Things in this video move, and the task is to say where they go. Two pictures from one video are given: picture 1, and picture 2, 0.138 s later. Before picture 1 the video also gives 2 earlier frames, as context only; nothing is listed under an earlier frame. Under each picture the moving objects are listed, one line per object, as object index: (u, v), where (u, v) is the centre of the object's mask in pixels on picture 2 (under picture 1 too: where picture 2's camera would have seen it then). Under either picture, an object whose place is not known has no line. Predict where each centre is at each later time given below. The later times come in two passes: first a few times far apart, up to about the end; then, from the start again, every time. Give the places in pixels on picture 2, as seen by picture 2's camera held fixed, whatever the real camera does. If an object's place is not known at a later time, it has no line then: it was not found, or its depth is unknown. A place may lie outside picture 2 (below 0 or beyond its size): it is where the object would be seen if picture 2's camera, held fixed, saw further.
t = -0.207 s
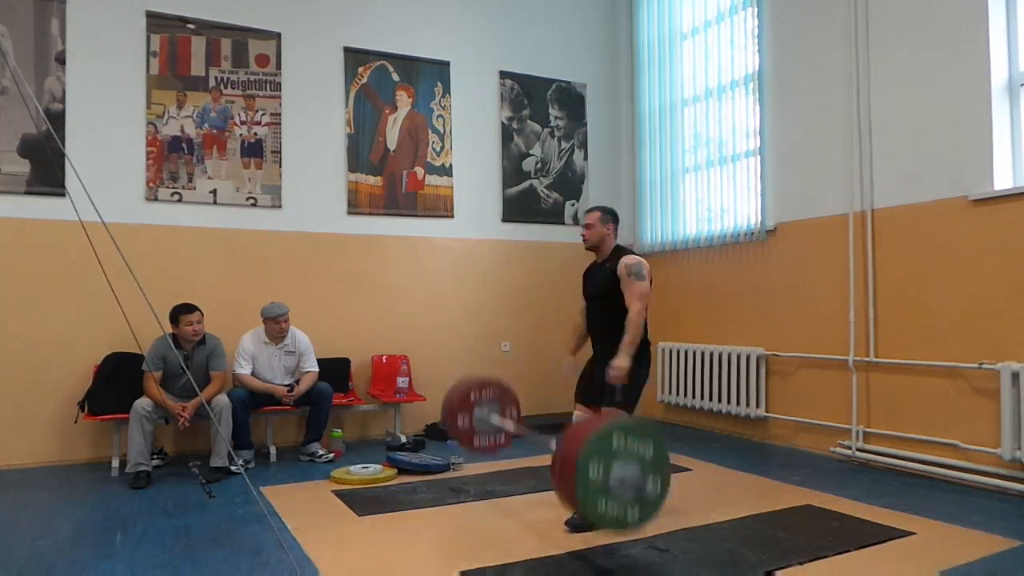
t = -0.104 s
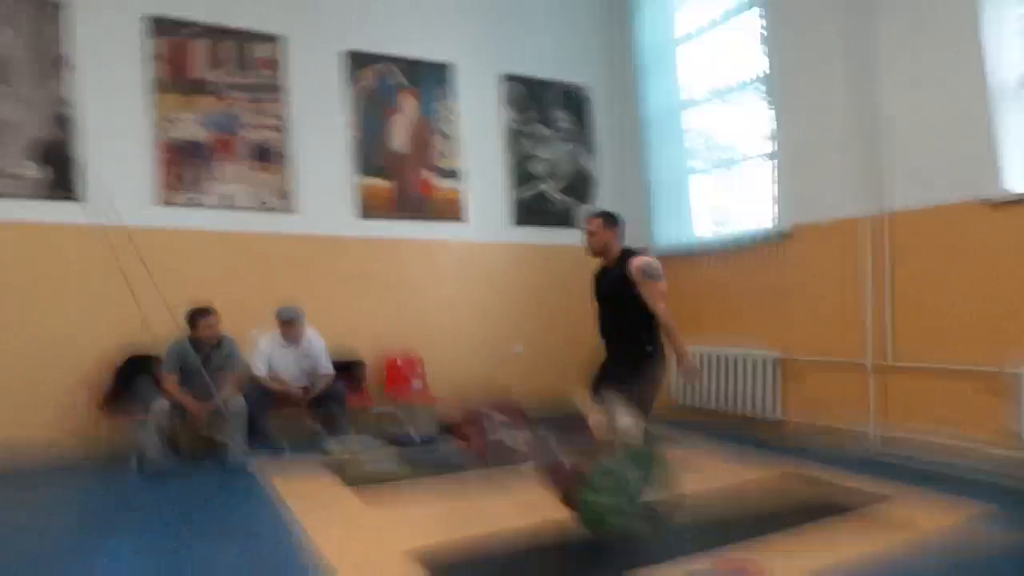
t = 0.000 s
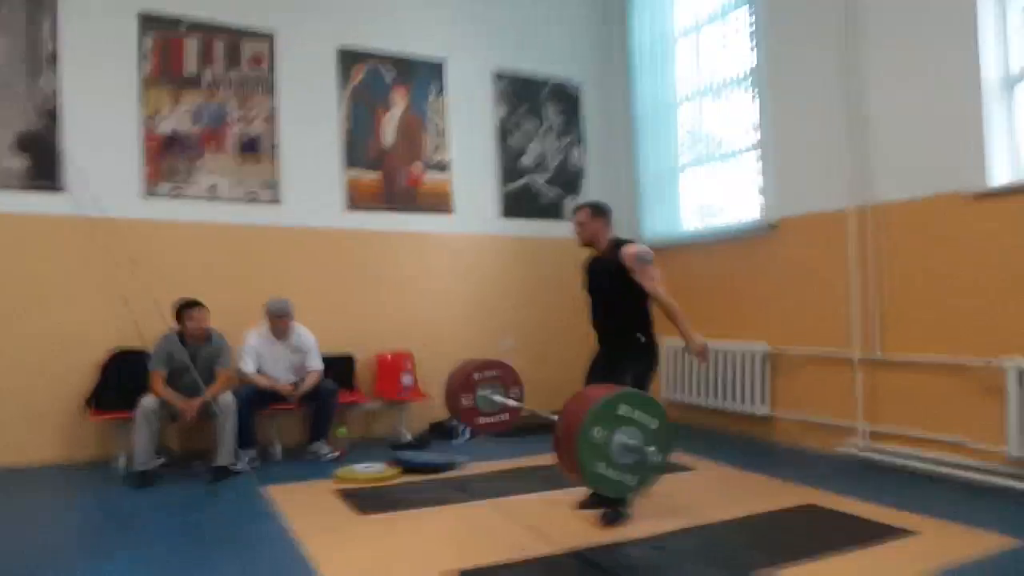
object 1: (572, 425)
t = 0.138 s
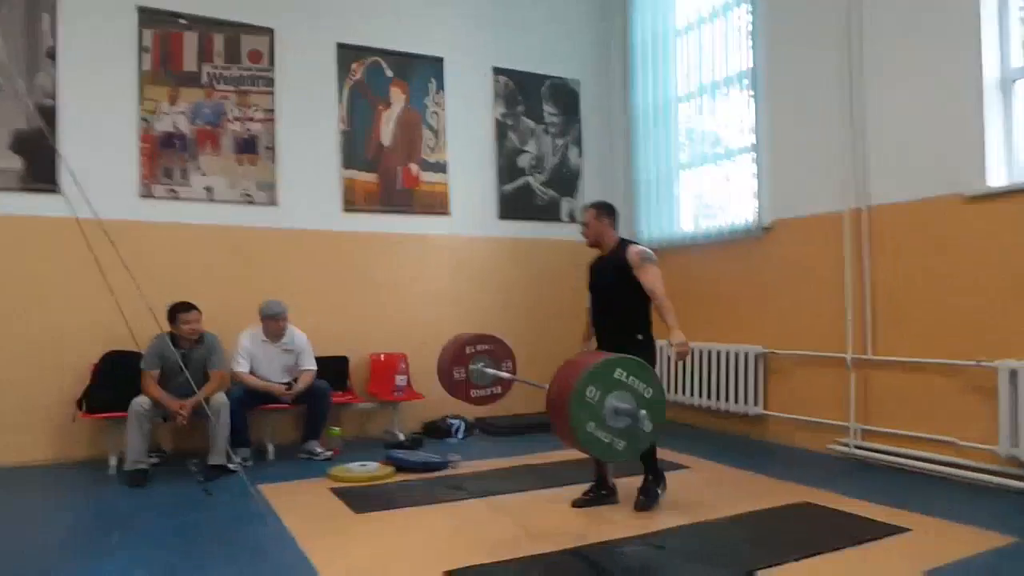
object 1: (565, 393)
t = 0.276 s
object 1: (561, 397)
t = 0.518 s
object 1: (562, 497)
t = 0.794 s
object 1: (552, 482)
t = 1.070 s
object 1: (544, 486)
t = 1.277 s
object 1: (545, 488)
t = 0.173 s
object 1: (564, 391)
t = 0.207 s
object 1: (564, 391)
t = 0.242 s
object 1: (563, 393)
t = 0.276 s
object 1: (561, 397)
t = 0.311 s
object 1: (564, 405)
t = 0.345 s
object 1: (563, 415)
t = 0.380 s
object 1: (562, 427)
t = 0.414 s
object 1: (562, 441)
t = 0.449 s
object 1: (563, 459)
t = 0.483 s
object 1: (562, 478)
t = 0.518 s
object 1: (562, 497)
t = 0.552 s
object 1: (566, 489)
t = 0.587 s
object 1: (564, 485)
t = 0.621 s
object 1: (556, 472)
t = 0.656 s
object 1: (555, 470)
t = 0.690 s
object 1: (559, 471)
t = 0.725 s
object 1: (557, 471)
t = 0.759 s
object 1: (553, 475)
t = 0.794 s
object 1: (552, 482)
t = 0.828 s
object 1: (550, 488)
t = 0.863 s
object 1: (551, 488)
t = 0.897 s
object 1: (552, 488)
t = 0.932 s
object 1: (547, 488)
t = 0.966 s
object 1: (544, 487)
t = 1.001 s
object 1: (546, 488)
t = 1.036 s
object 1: (548, 488)
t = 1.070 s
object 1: (544, 486)
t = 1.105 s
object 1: (544, 488)
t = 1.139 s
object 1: (546, 489)
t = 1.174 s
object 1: (544, 488)
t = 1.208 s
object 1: (544, 487)
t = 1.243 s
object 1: (543, 487)
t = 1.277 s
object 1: (545, 488)
